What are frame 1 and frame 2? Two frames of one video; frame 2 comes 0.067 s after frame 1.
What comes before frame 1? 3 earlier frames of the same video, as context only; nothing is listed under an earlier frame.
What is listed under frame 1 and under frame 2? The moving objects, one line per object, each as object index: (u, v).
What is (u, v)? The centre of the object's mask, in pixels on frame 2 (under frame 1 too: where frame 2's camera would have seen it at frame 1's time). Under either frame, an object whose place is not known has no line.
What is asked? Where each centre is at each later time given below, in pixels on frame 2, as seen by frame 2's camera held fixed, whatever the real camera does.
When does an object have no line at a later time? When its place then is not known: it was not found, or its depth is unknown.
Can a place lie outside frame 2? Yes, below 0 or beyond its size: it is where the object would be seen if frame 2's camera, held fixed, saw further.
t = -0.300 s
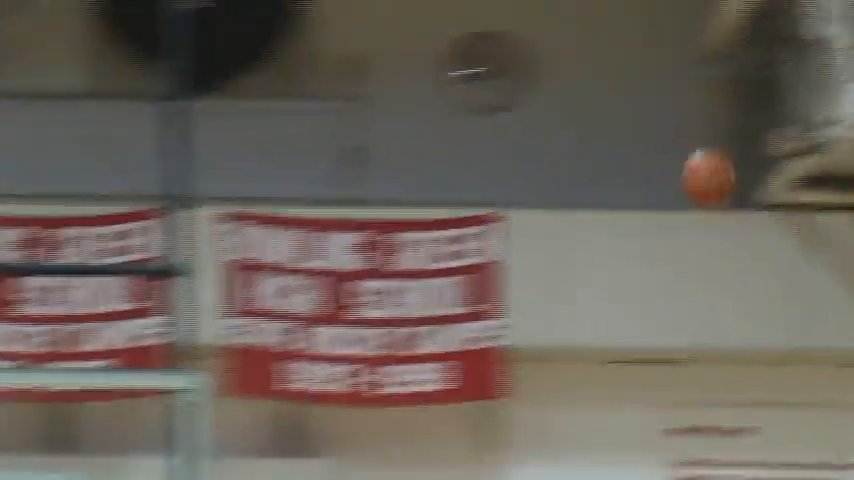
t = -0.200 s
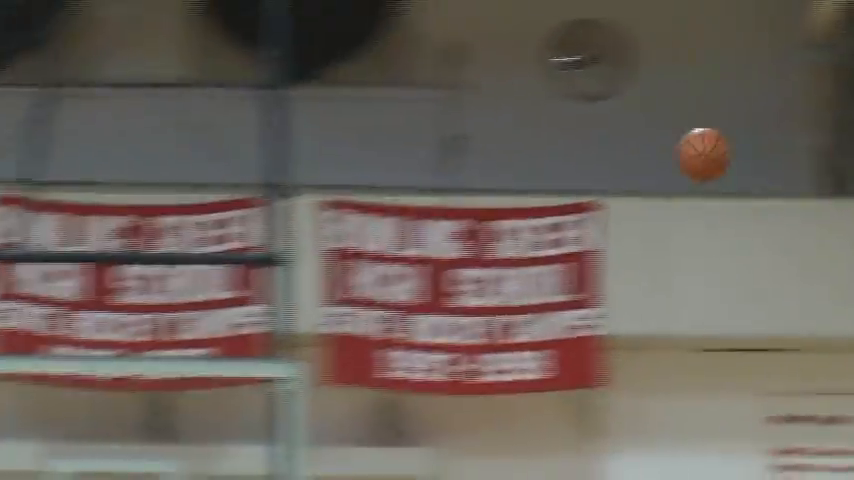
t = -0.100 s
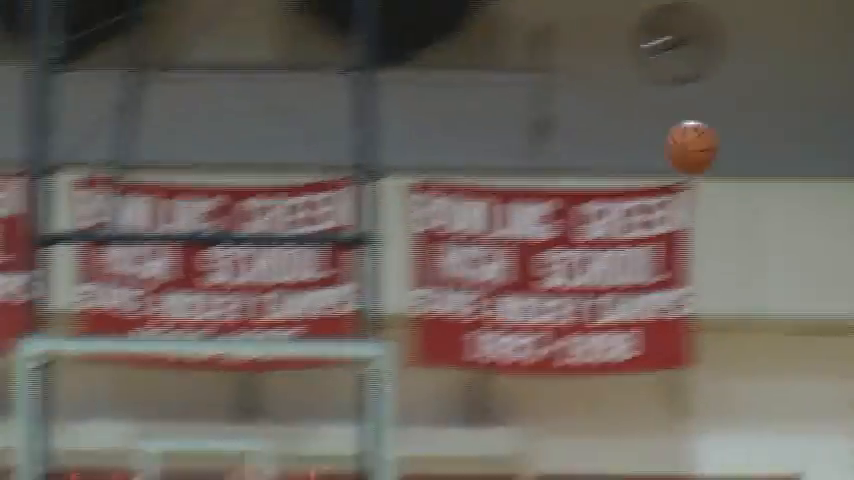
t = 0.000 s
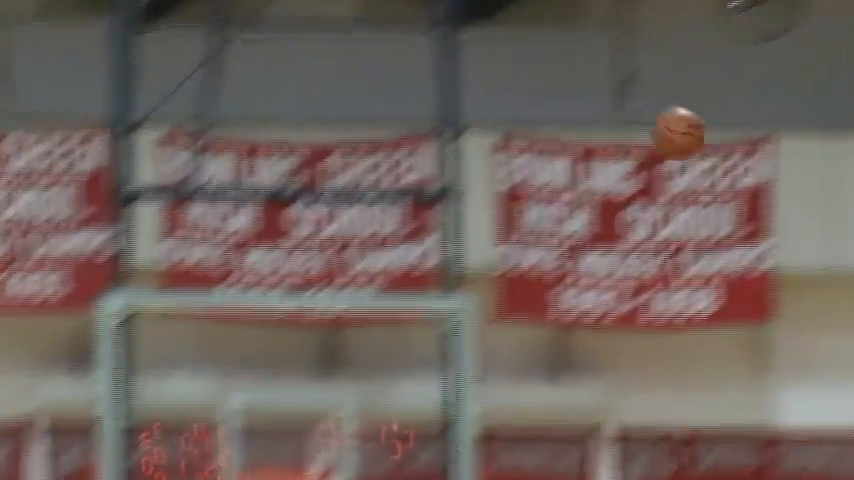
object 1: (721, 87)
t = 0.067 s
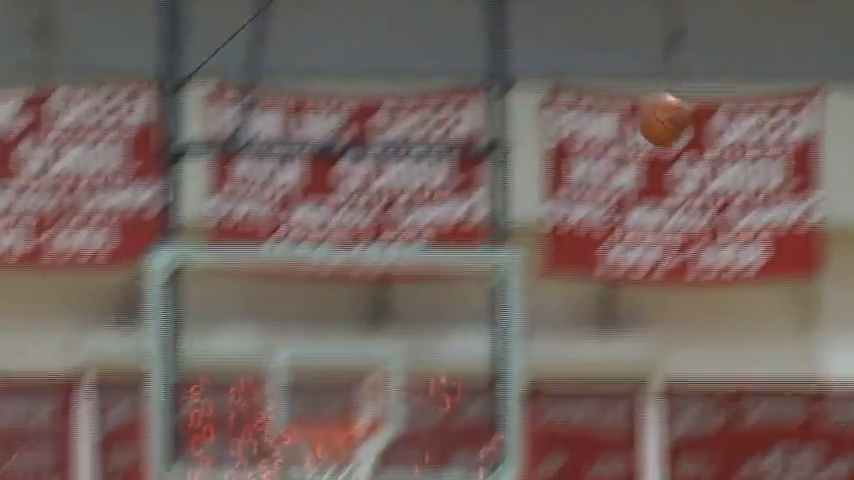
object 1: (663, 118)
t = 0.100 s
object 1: (636, 137)
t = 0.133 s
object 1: (607, 157)
